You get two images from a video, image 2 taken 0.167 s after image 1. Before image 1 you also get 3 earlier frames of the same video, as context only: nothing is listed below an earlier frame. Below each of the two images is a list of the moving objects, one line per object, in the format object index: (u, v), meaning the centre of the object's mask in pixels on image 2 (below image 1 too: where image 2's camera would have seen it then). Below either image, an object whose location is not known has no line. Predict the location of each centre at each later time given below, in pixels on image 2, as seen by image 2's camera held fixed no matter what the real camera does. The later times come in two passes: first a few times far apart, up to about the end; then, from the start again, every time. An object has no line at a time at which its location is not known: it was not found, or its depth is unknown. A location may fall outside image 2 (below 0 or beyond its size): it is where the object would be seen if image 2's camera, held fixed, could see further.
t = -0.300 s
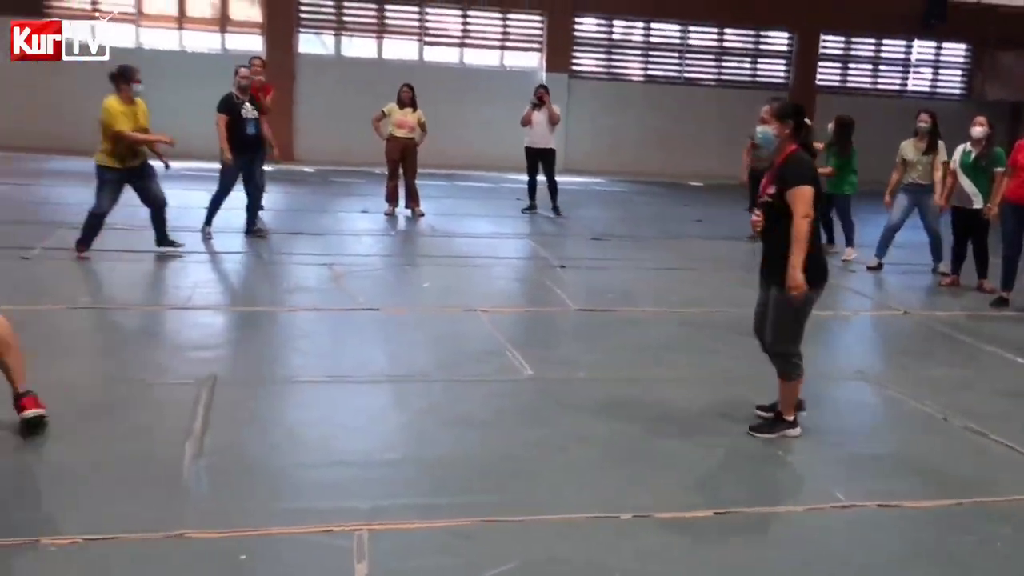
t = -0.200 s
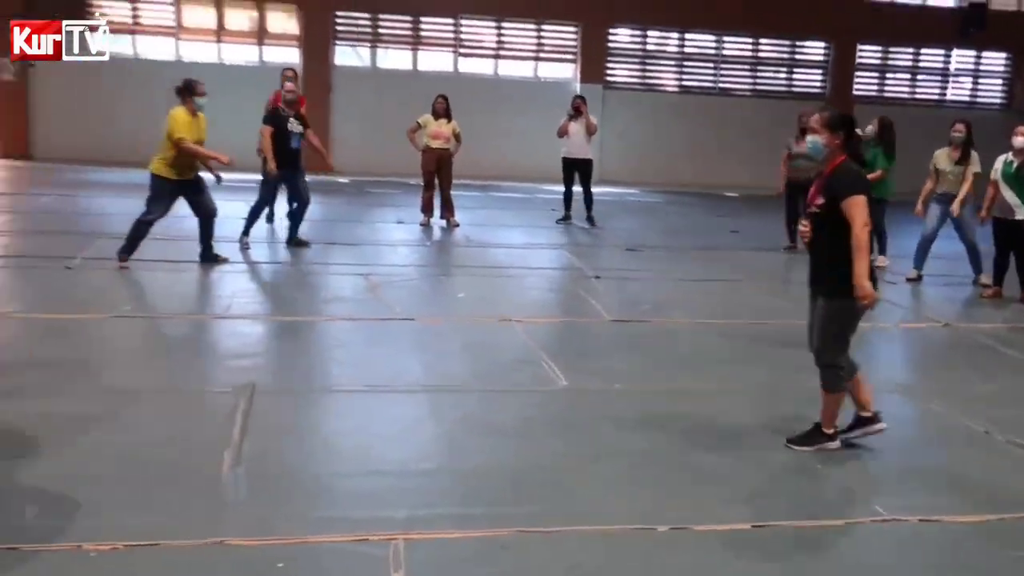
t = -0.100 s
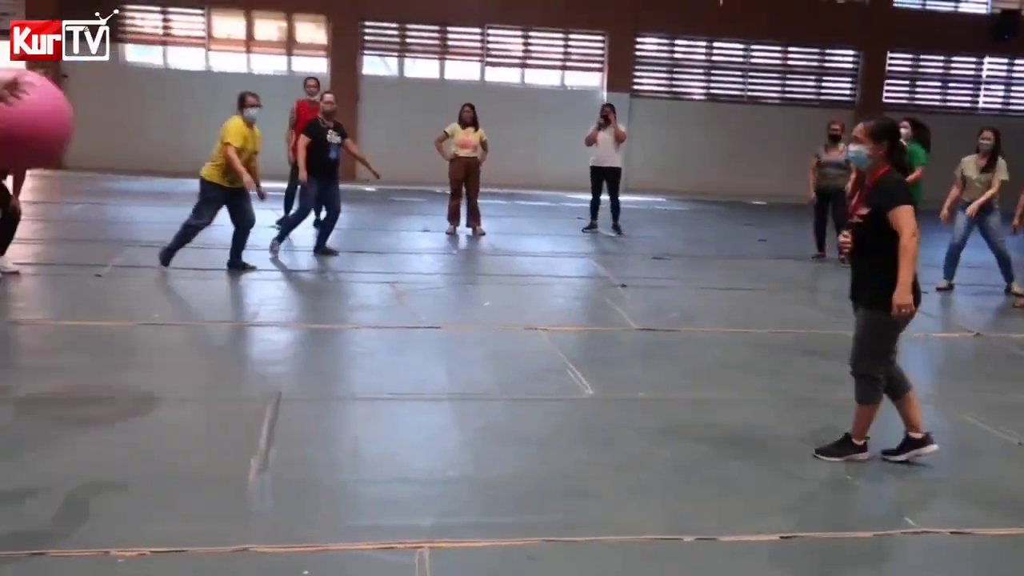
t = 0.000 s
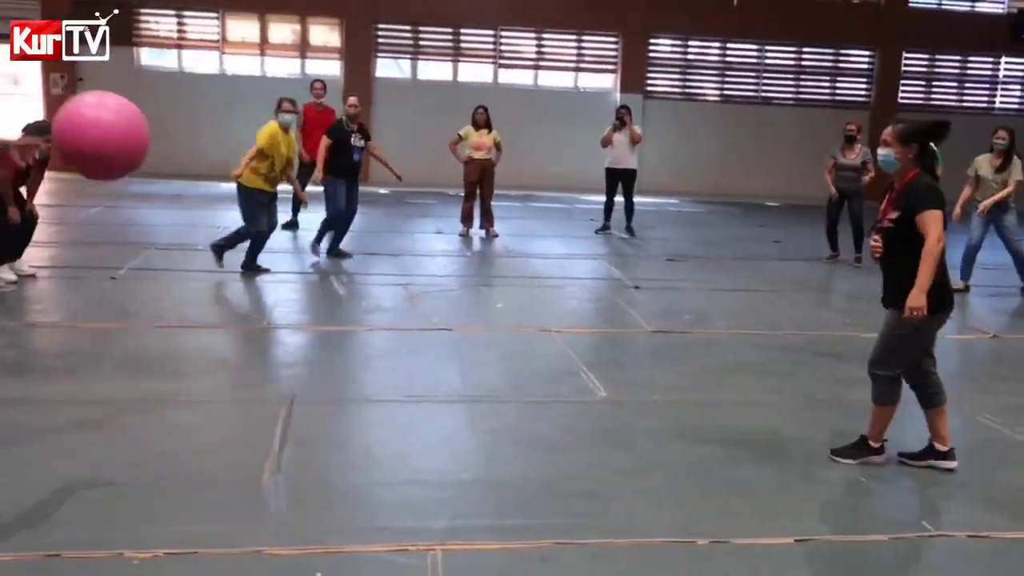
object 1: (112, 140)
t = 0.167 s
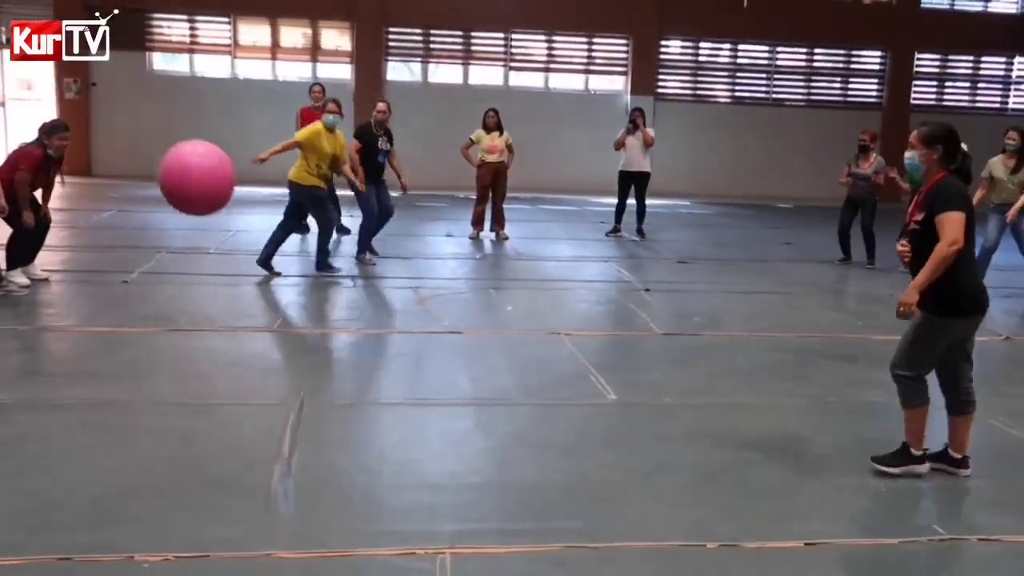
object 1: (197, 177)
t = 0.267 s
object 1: (233, 206)
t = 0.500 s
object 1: (283, 231)
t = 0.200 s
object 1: (210, 186)
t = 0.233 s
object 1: (222, 196)
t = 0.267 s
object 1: (233, 206)
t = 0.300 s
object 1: (244, 218)
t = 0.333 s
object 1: (254, 229)
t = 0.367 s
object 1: (263, 241)
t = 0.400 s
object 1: (272, 253)
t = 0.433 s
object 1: (278, 256)
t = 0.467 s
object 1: (280, 243)
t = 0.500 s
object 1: (283, 231)
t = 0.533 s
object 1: (287, 219)
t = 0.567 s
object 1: (290, 209)
